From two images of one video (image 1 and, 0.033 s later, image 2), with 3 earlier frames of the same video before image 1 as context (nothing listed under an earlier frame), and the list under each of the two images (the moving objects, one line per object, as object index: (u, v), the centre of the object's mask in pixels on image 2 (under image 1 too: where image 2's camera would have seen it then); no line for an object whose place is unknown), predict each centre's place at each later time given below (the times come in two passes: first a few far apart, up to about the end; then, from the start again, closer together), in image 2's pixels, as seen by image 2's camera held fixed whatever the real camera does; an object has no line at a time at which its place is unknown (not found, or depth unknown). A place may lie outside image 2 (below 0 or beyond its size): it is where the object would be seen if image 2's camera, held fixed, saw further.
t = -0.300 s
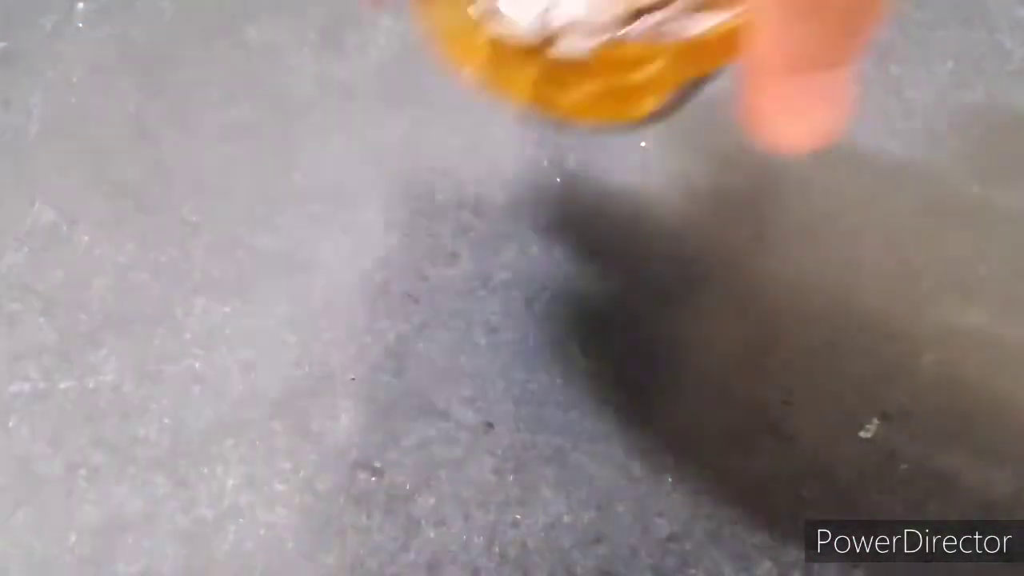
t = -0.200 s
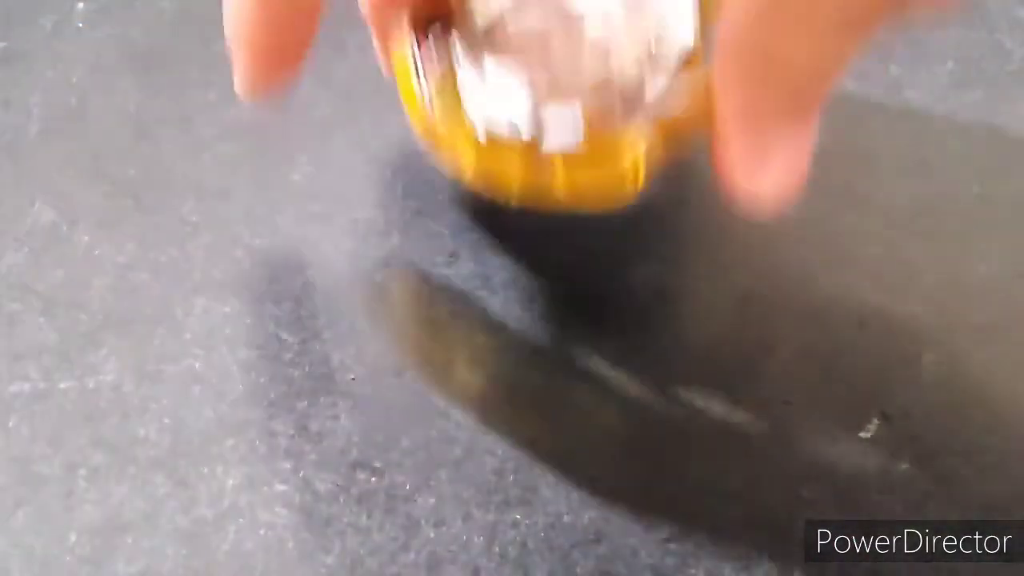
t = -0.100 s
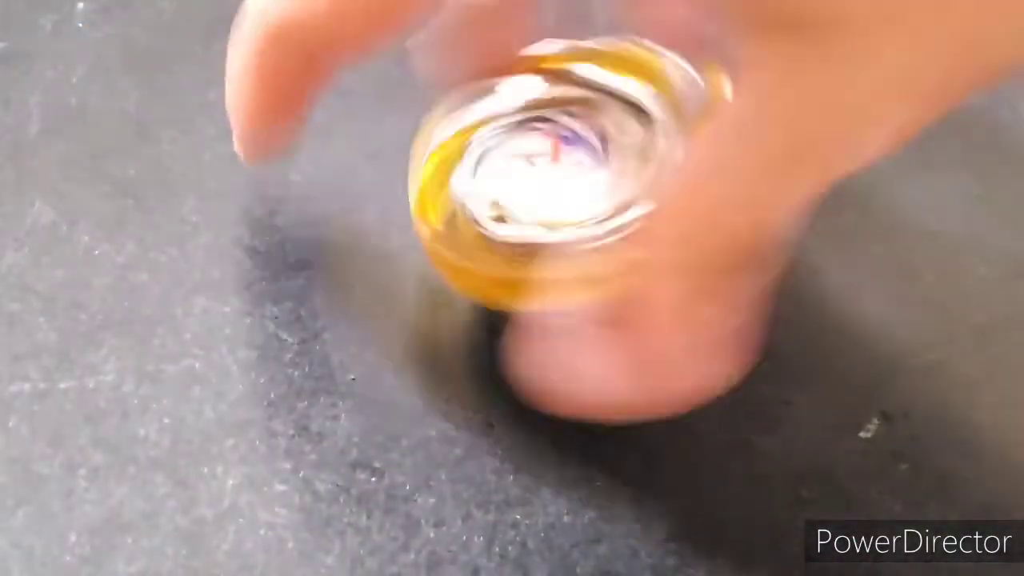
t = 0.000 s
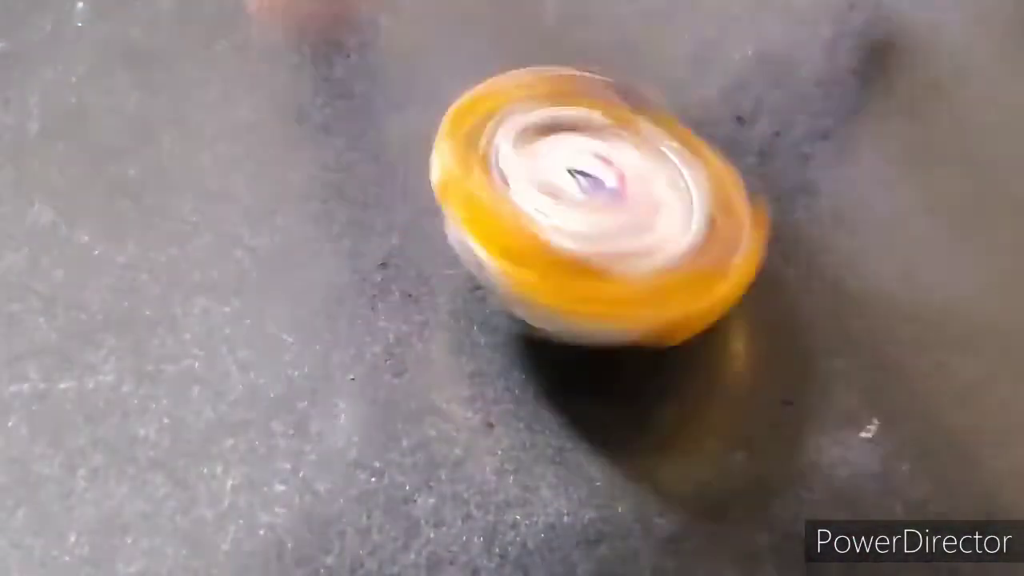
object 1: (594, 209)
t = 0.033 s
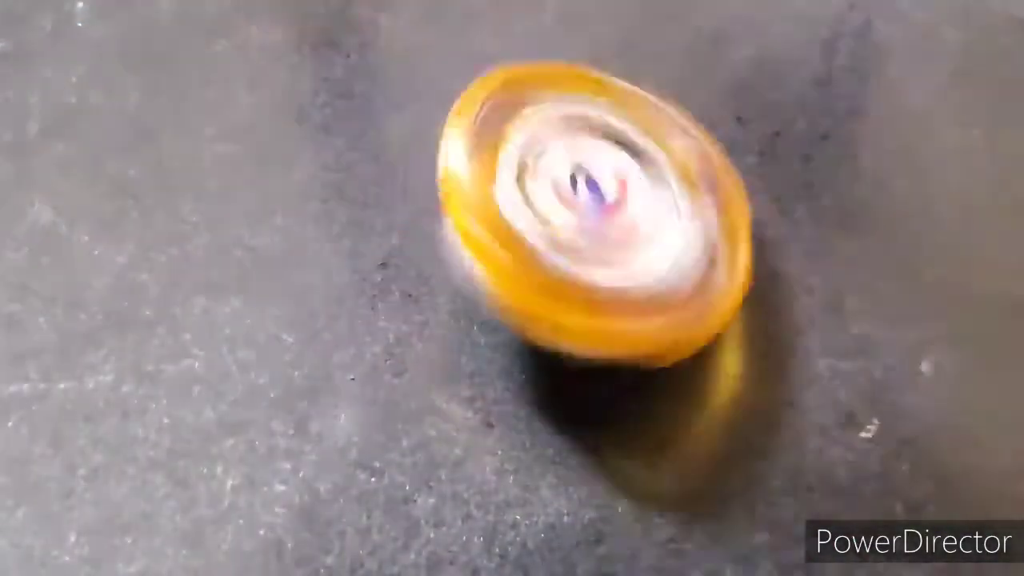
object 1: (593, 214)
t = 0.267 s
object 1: (566, 203)
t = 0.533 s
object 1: (559, 211)
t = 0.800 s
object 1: (575, 185)
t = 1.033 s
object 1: (546, 157)
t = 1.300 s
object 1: (559, 144)
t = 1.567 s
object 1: (543, 159)
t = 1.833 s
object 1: (538, 144)
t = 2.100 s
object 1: (538, 146)
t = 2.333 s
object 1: (544, 156)
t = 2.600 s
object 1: (540, 148)
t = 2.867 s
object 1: (540, 146)
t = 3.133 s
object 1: (541, 150)
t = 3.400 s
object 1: (544, 154)
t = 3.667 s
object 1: (541, 150)
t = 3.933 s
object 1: (543, 153)
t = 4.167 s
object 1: (544, 154)
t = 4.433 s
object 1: (544, 155)
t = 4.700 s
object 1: (544, 155)
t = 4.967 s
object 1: (544, 155)
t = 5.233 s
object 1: (544, 155)
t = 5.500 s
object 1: (545, 155)
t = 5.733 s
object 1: (545, 155)
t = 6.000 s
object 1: (544, 155)
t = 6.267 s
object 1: (545, 155)
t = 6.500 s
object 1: (544, 155)
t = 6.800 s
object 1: (545, 155)
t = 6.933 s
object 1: (545, 155)
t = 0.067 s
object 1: (591, 218)
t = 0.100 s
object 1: (588, 222)
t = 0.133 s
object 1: (582, 222)
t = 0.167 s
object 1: (574, 220)
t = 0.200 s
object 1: (567, 216)
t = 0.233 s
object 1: (562, 209)
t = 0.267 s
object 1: (566, 203)
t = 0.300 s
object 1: (577, 206)
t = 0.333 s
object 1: (582, 207)
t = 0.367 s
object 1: (586, 208)
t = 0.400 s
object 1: (585, 212)
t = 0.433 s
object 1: (581, 217)
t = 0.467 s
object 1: (573, 219)
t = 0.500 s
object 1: (565, 217)
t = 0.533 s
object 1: (559, 211)
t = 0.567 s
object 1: (556, 202)
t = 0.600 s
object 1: (563, 202)
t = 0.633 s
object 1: (569, 201)
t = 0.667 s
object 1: (572, 201)
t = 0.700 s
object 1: (577, 194)
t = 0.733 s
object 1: (581, 187)
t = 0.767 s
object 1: (580, 184)
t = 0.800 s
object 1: (575, 185)
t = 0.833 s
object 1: (568, 184)
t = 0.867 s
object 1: (560, 181)
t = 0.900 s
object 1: (550, 176)
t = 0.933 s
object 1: (544, 170)
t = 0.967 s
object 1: (541, 161)
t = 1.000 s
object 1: (543, 157)
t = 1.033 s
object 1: (546, 157)
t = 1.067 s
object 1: (549, 156)
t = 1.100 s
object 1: (548, 150)
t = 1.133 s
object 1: (548, 148)
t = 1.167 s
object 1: (550, 144)
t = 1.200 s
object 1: (560, 143)
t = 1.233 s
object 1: (567, 140)
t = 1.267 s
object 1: (563, 142)
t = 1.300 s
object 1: (559, 144)
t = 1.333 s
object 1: (554, 146)
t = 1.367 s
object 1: (549, 147)
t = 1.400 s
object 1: (543, 147)
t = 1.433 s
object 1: (538, 148)
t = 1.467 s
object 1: (535, 151)
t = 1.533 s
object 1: (539, 157)
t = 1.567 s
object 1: (543, 159)
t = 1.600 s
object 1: (546, 159)
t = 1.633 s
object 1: (546, 157)
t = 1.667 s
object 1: (543, 155)
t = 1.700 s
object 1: (541, 153)
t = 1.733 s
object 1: (540, 150)
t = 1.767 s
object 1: (539, 148)
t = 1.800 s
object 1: (539, 146)
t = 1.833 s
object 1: (538, 144)
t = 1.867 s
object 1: (537, 143)
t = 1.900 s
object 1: (537, 141)
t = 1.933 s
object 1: (537, 140)
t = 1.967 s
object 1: (537, 141)
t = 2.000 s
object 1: (537, 142)
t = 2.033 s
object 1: (538, 143)
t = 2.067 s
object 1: (538, 144)
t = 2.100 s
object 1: (538, 146)
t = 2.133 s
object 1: (538, 147)
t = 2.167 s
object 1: (539, 148)
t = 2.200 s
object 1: (540, 150)
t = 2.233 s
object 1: (541, 151)
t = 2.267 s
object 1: (542, 153)
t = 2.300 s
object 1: (543, 154)
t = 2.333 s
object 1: (544, 156)
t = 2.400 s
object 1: (544, 155)
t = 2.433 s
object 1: (543, 153)
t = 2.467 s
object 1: (542, 152)
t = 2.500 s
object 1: (541, 151)
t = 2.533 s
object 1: (541, 150)
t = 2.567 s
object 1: (540, 149)
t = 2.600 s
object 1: (540, 148)
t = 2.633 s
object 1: (540, 147)
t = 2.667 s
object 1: (539, 147)
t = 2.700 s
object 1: (539, 147)
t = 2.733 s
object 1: (539, 146)
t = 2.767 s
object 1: (539, 146)
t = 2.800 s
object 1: (539, 146)
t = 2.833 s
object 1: (539, 146)
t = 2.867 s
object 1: (540, 146)
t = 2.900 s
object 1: (540, 147)
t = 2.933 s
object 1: (540, 147)
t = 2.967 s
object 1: (540, 147)
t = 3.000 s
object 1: (540, 148)
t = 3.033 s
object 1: (540, 148)
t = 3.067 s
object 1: (541, 149)
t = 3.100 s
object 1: (541, 149)
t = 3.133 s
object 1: (541, 150)
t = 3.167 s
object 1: (542, 151)
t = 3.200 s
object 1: (542, 151)
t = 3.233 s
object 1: (542, 152)
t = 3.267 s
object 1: (543, 153)
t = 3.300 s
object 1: (544, 154)
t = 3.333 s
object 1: (544, 155)
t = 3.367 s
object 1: (545, 155)
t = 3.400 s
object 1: (544, 154)
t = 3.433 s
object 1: (543, 154)
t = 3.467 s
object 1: (543, 153)
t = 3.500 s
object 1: (543, 153)
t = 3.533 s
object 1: (542, 152)
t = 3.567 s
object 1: (542, 152)
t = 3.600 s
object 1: (542, 151)
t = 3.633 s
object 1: (541, 151)
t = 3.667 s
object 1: (541, 150)
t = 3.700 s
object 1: (541, 151)
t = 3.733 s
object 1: (541, 151)
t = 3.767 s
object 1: (541, 151)
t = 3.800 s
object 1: (542, 151)
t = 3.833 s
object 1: (542, 152)
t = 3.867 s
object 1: (542, 152)
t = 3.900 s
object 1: (542, 153)
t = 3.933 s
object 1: (543, 153)
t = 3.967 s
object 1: (543, 153)
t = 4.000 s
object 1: (543, 154)
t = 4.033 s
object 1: (544, 155)
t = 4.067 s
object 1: (544, 156)
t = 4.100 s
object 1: (544, 155)
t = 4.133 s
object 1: (544, 155)
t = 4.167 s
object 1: (544, 154)
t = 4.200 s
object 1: (544, 154)
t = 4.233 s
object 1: (544, 154)
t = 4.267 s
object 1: (544, 155)
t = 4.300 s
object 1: (544, 155)
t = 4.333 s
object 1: (545, 155)
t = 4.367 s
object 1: (544, 155)
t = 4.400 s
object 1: (544, 155)
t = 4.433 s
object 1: (544, 155)
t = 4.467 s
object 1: (544, 155)
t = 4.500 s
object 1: (544, 155)
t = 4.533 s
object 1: (544, 155)
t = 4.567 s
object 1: (544, 155)
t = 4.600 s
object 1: (544, 155)
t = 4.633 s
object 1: (544, 155)
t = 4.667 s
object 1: (544, 155)
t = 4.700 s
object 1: (544, 155)
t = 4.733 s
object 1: (544, 155)
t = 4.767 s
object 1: (544, 155)
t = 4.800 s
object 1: (544, 155)
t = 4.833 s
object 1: (544, 155)
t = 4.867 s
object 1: (544, 155)
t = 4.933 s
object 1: (544, 155)
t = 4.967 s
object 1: (544, 155)
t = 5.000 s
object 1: (544, 155)
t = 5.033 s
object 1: (544, 155)
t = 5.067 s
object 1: (544, 155)
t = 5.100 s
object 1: (544, 155)
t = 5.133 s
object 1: (544, 155)
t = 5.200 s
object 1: (544, 155)
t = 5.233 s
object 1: (544, 155)
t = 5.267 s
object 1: (544, 155)
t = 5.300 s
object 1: (545, 155)
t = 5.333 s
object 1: (544, 155)
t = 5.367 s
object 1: (545, 155)
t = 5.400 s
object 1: (545, 155)
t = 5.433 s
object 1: (545, 155)
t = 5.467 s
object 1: (545, 155)
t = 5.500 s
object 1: (545, 155)
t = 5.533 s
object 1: (545, 155)
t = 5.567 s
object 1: (545, 155)
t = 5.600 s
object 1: (544, 155)
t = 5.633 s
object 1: (545, 155)
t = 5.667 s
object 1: (545, 155)
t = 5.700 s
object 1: (545, 155)
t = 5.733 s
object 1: (545, 155)
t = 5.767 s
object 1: (545, 155)
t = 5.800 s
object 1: (544, 155)
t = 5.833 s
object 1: (544, 155)
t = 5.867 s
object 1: (545, 155)
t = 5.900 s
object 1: (545, 155)
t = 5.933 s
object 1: (545, 155)
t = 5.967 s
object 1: (544, 155)
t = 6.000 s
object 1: (544, 155)
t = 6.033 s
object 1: (544, 155)
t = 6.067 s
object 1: (544, 155)
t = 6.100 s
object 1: (544, 155)
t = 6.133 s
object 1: (544, 155)
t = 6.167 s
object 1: (544, 155)
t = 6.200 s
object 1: (544, 155)
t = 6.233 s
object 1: (544, 155)
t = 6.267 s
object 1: (545, 155)
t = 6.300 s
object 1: (544, 155)
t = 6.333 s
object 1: (545, 155)
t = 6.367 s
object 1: (544, 155)
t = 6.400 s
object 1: (544, 155)
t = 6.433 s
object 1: (545, 155)
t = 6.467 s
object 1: (544, 155)
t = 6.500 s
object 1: (544, 155)
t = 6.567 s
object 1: (545, 155)
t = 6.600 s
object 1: (545, 155)
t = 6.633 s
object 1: (545, 155)
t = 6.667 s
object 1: (545, 155)
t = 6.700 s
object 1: (545, 155)
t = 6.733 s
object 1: (545, 155)
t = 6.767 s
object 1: (545, 155)
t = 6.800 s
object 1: (545, 155)
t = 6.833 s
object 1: (545, 155)
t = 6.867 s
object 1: (545, 155)
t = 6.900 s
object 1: (545, 155)
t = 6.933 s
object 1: (545, 155)
